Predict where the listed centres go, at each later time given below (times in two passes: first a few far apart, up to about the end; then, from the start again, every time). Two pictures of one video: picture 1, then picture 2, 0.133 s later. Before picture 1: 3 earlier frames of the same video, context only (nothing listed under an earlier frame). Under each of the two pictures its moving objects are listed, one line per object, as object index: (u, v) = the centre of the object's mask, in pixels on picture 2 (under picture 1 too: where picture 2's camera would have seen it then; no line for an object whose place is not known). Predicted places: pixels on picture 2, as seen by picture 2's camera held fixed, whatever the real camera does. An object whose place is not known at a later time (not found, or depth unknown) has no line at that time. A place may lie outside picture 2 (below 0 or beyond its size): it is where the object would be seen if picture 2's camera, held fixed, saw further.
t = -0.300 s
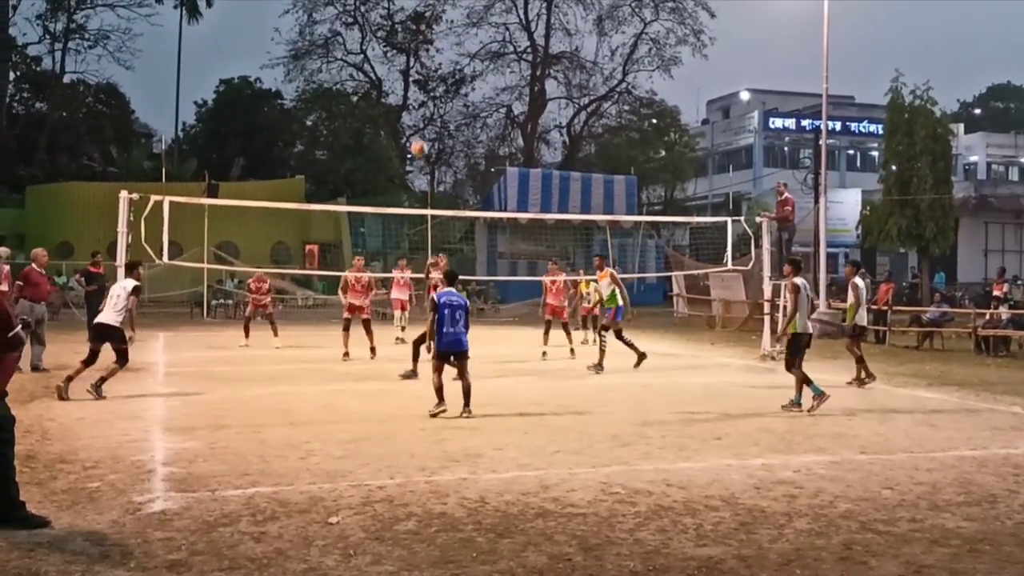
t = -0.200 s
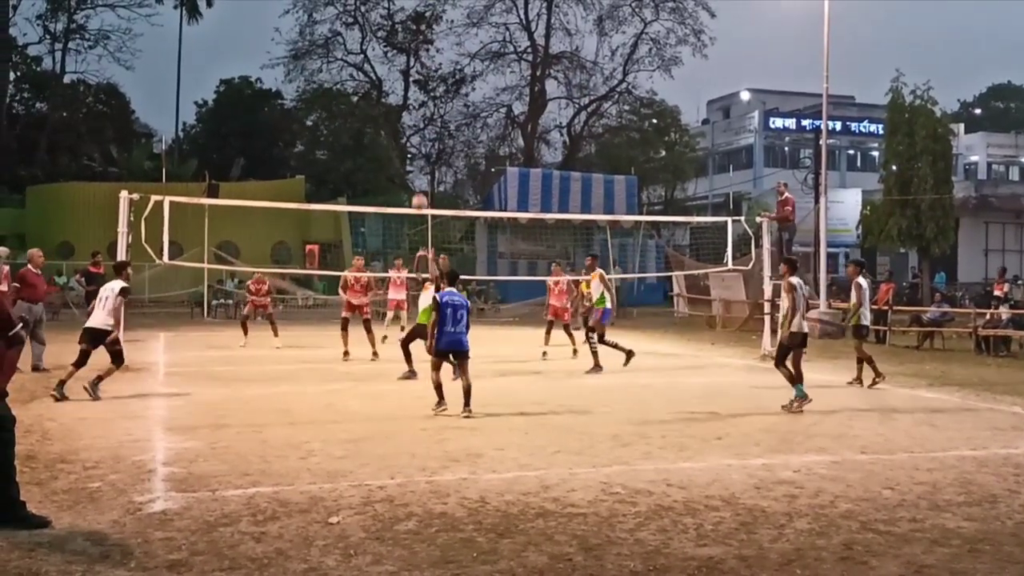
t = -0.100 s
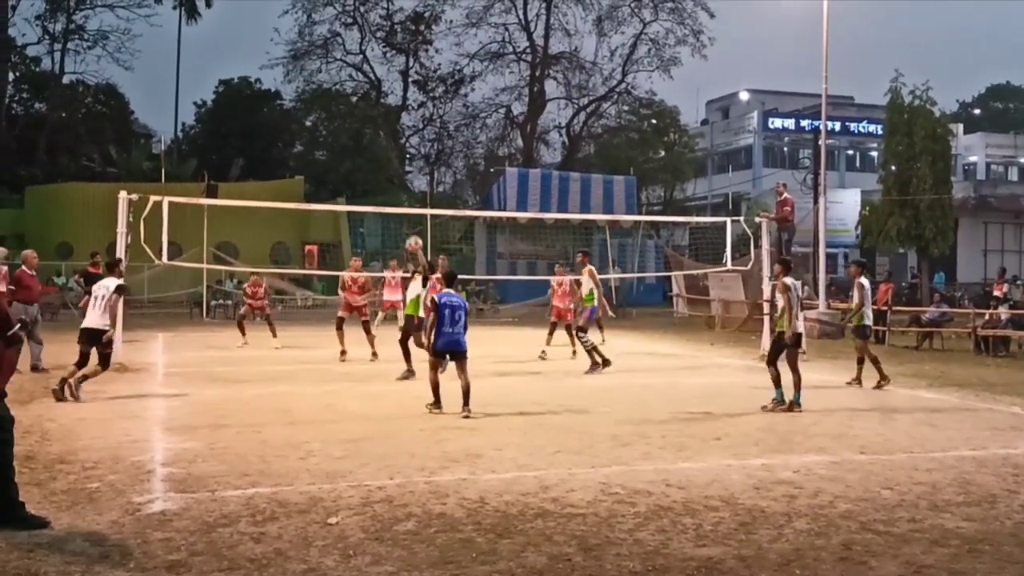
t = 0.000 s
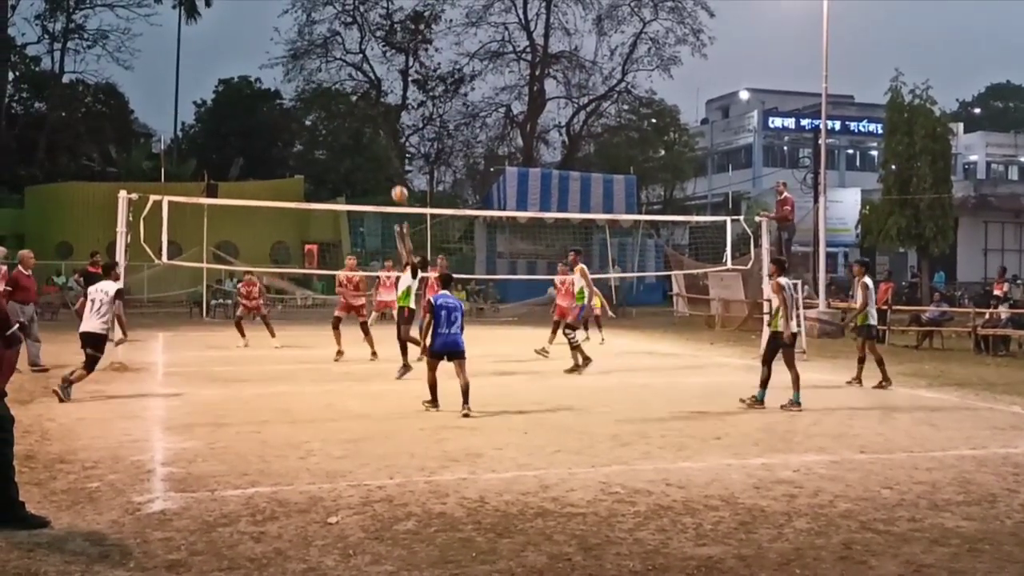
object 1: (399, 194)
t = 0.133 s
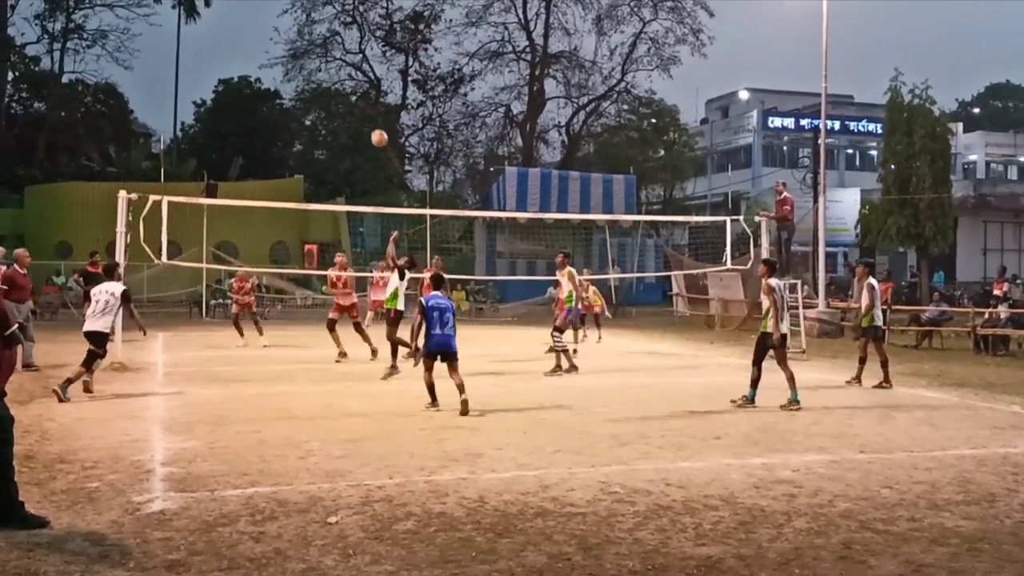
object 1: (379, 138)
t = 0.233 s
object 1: (364, 104)
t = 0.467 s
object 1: (328, 55)
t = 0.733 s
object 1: (288, 45)
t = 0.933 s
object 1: (258, 75)
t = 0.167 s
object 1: (374, 126)
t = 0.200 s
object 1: (369, 114)
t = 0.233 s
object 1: (364, 104)
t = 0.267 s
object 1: (359, 95)
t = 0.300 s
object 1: (353, 86)
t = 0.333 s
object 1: (349, 79)
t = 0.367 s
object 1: (343, 72)
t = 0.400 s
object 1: (338, 65)
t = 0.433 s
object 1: (333, 59)
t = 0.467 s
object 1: (328, 55)
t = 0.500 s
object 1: (323, 50)
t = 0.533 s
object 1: (318, 48)
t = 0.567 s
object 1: (313, 45)
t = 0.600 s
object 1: (308, 43)
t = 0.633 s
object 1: (303, 43)
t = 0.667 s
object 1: (298, 43)
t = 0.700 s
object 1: (293, 44)
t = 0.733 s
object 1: (288, 45)
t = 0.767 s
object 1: (283, 48)
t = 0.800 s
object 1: (278, 52)
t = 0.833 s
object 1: (273, 56)
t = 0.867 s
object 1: (268, 61)
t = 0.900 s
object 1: (264, 67)
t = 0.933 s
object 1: (258, 75)
